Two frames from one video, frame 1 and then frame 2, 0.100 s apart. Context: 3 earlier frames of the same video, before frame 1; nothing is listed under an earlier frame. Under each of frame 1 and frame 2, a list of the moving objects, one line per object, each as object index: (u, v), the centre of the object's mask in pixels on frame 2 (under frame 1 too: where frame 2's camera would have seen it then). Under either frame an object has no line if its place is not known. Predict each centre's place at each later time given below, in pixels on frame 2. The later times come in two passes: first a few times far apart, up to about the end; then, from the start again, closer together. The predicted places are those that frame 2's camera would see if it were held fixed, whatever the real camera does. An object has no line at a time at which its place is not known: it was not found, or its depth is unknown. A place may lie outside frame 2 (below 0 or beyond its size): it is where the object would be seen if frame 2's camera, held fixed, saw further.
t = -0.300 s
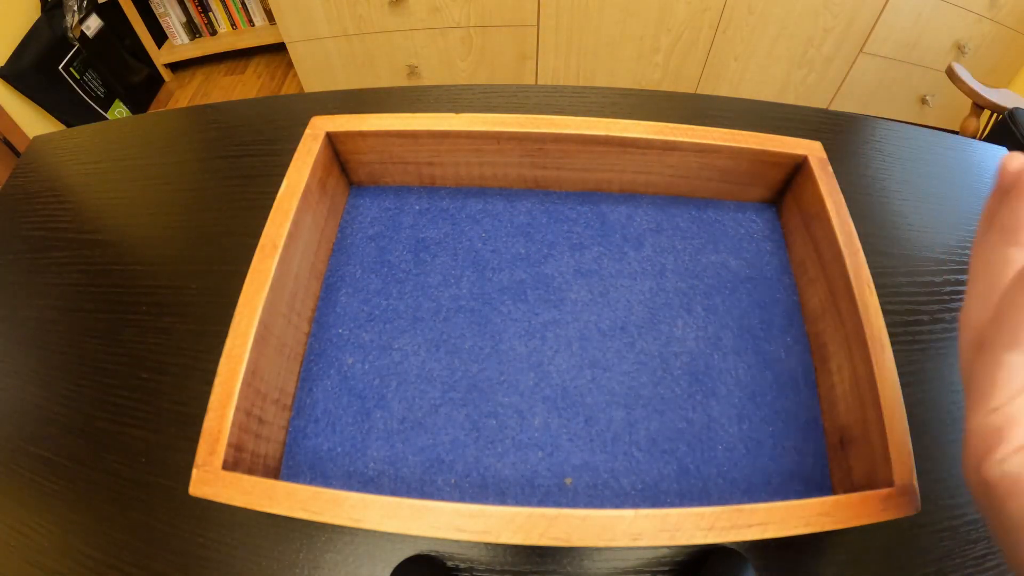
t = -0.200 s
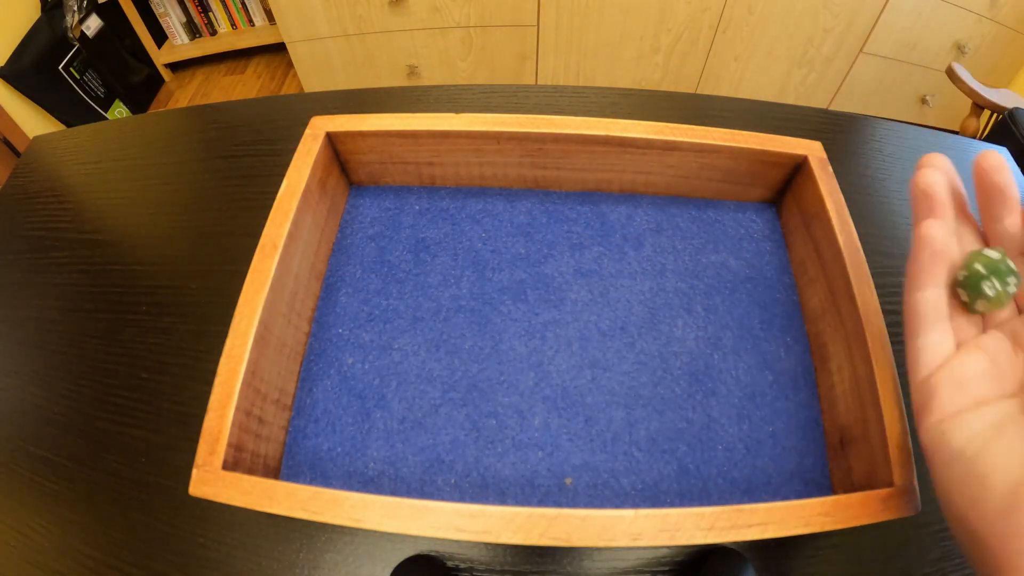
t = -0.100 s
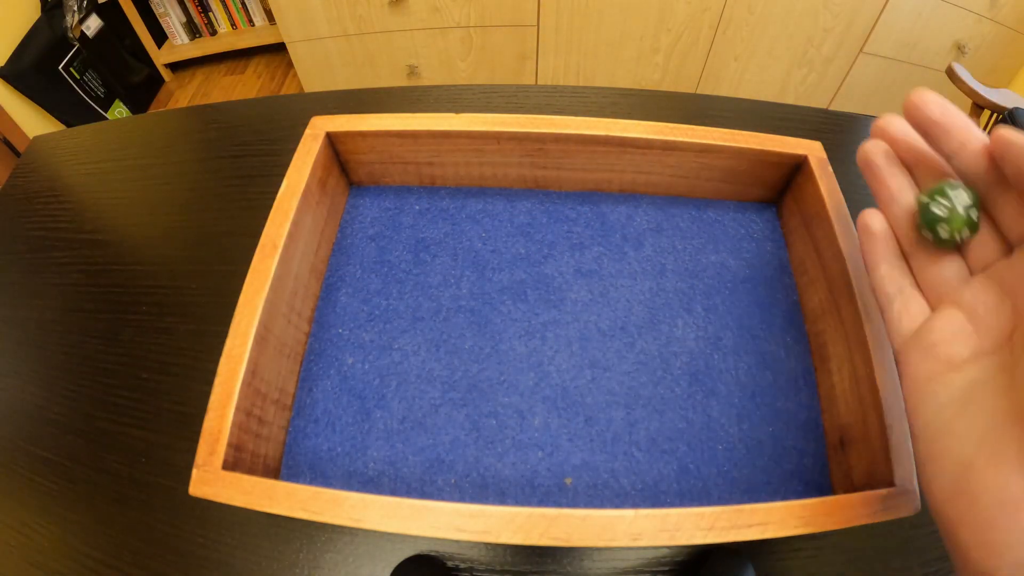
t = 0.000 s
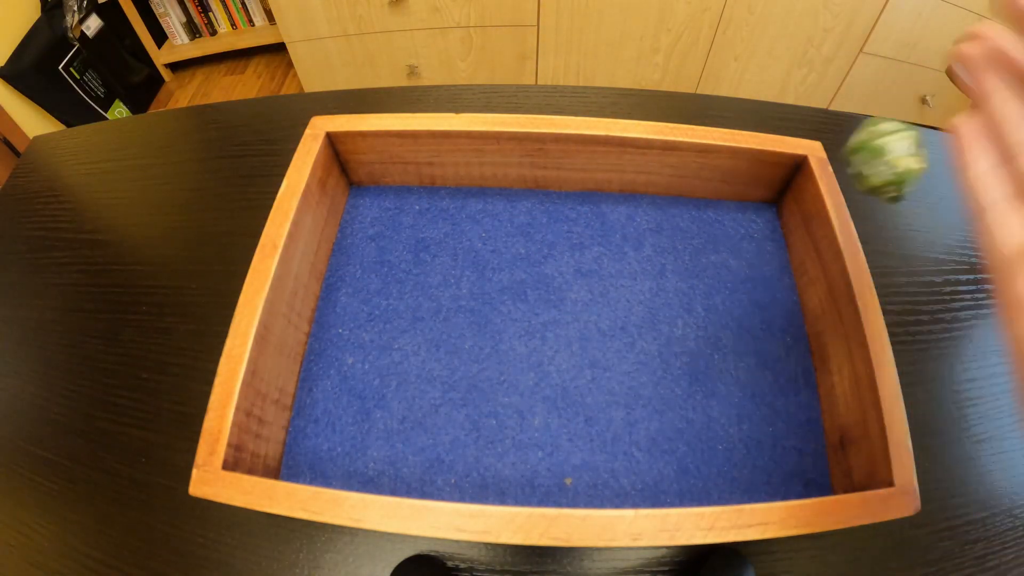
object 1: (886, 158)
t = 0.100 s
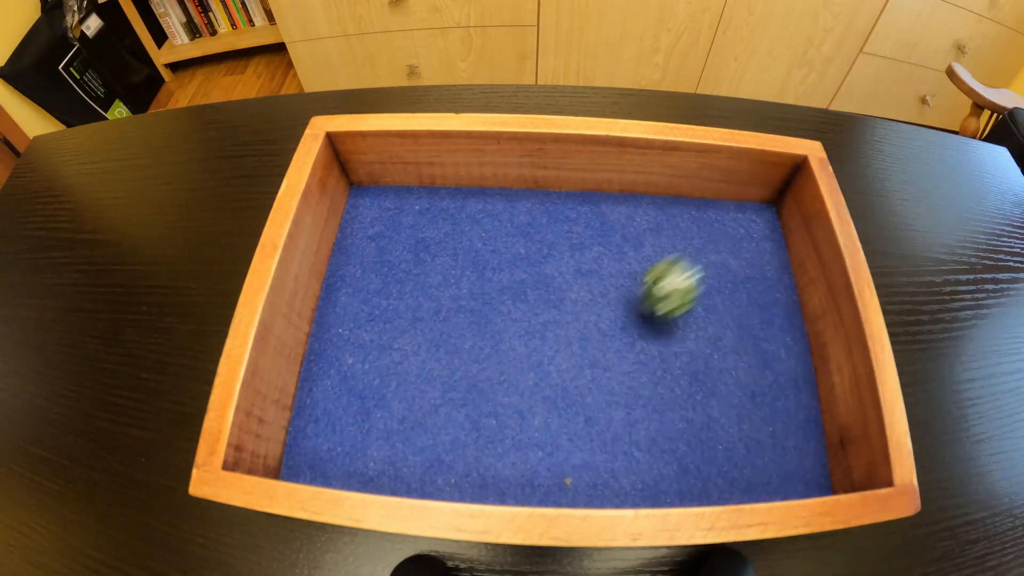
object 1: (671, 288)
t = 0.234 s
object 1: (505, 240)
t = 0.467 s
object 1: (387, 200)
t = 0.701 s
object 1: (405, 191)
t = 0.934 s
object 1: (406, 191)
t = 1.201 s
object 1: (406, 191)
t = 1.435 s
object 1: (406, 191)
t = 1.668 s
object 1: (406, 191)
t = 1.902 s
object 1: (406, 191)
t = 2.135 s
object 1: (406, 191)
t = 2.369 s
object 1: (406, 191)
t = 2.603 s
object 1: (406, 191)
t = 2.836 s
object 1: (406, 191)
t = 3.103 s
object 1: (406, 191)
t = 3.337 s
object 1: (406, 191)
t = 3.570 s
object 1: (406, 191)
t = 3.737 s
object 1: (406, 191)
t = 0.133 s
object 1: (630, 278)
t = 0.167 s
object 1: (590, 262)
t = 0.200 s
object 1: (548, 259)
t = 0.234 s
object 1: (505, 240)
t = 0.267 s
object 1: (465, 236)
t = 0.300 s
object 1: (431, 218)
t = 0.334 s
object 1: (402, 216)
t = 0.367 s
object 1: (372, 215)
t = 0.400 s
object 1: (354, 208)
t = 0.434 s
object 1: (374, 205)
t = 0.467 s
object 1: (387, 200)
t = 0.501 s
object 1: (397, 195)
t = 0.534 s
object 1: (404, 191)
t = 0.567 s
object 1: (407, 189)
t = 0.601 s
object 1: (405, 192)
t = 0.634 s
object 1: (406, 191)
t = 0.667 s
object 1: (406, 191)
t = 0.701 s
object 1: (405, 191)
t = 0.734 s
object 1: (406, 191)
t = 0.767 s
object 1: (406, 191)
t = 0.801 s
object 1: (406, 191)
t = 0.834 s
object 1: (406, 191)
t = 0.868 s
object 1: (406, 191)
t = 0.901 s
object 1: (406, 191)
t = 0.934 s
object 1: (406, 191)
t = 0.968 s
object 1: (406, 191)
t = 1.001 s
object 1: (406, 191)
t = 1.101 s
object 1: (406, 191)
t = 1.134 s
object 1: (406, 191)
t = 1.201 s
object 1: (406, 191)
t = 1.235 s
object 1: (406, 191)
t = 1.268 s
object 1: (406, 191)
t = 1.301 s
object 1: (406, 191)
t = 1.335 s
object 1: (406, 191)
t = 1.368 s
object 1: (406, 191)
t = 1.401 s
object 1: (406, 191)
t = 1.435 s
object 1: (406, 191)
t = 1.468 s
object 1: (406, 191)
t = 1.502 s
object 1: (406, 191)
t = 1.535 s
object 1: (406, 191)
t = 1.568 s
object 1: (406, 191)
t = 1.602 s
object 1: (406, 191)
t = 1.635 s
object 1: (406, 191)
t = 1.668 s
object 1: (406, 191)
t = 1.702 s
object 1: (406, 191)
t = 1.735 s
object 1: (406, 191)
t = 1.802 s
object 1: (406, 191)
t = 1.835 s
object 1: (406, 191)
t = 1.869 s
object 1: (406, 191)
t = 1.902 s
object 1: (406, 191)
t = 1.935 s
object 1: (406, 191)
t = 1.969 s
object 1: (406, 191)
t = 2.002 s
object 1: (406, 191)
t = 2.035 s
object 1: (406, 191)
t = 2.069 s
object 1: (406, 191)
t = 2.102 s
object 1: (406, 191)
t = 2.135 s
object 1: (406, 191)
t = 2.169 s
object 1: (406, 191)
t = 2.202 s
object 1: (406, 191)
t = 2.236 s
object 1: (406, 191)
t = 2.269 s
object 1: (406, 191)
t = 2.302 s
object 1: (406, 191)
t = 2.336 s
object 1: (406, 191)
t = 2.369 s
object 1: (406, 191)
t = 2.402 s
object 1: (406, 191)
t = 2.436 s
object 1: (406, 191)
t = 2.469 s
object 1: (406, 191)
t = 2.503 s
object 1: (406, 191)
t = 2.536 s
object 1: (406, 191)
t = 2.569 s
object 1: (406, 191)
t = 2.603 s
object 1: (406, 191)
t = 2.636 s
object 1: (406, 191)
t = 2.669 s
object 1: (406, 191)
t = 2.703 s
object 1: (406, 191)
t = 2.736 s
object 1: (406, 191)
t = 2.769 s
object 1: (406, 191)
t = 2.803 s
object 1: (406, 191)
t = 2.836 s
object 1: (406, 191)
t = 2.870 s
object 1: (406, 191)
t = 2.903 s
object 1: (406, 191)
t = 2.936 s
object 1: (406, 191)
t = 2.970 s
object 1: (406, 191)
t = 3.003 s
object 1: (406, 191)
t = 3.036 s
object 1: (406, 191)
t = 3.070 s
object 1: (406, 191)
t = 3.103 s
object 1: (406, 191)
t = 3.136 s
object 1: (406, 191)
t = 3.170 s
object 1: (406, 191)
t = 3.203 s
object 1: (406, 191)
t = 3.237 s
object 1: (406, 191)
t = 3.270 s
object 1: (406, 191)
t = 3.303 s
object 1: (406, 191)
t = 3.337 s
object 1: (406, 191)
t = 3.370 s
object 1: (406, 191)
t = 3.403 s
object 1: (406, 191)
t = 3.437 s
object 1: (406, 191)
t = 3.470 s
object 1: (406, 191)
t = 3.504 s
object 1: (406, 191)
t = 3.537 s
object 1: (406, 191)
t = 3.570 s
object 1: (406, 191)
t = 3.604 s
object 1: (406, 191)
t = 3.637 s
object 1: (406, 191)
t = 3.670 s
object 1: (406, 191)
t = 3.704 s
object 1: (406, 192)
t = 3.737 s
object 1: (406, 191)
